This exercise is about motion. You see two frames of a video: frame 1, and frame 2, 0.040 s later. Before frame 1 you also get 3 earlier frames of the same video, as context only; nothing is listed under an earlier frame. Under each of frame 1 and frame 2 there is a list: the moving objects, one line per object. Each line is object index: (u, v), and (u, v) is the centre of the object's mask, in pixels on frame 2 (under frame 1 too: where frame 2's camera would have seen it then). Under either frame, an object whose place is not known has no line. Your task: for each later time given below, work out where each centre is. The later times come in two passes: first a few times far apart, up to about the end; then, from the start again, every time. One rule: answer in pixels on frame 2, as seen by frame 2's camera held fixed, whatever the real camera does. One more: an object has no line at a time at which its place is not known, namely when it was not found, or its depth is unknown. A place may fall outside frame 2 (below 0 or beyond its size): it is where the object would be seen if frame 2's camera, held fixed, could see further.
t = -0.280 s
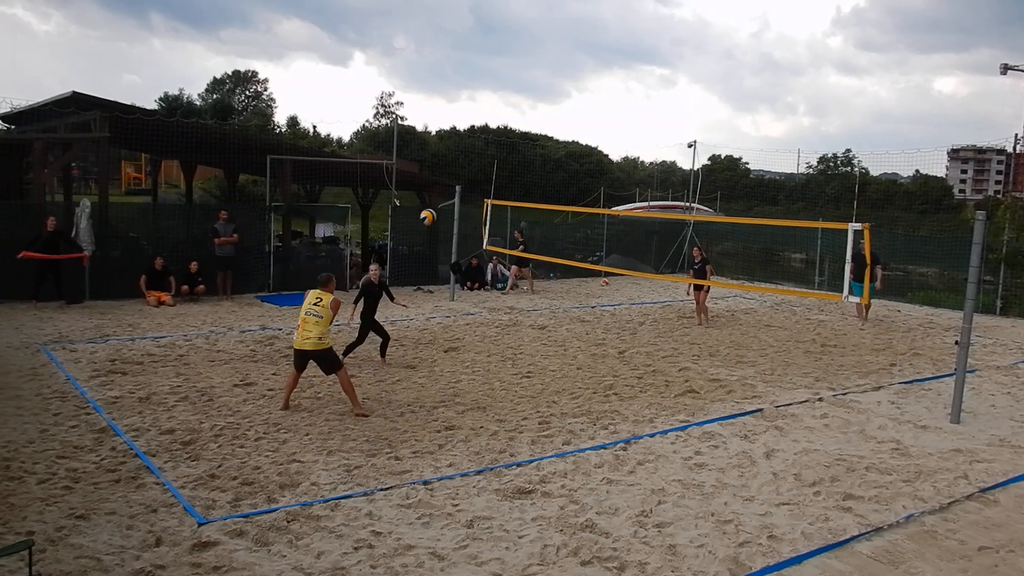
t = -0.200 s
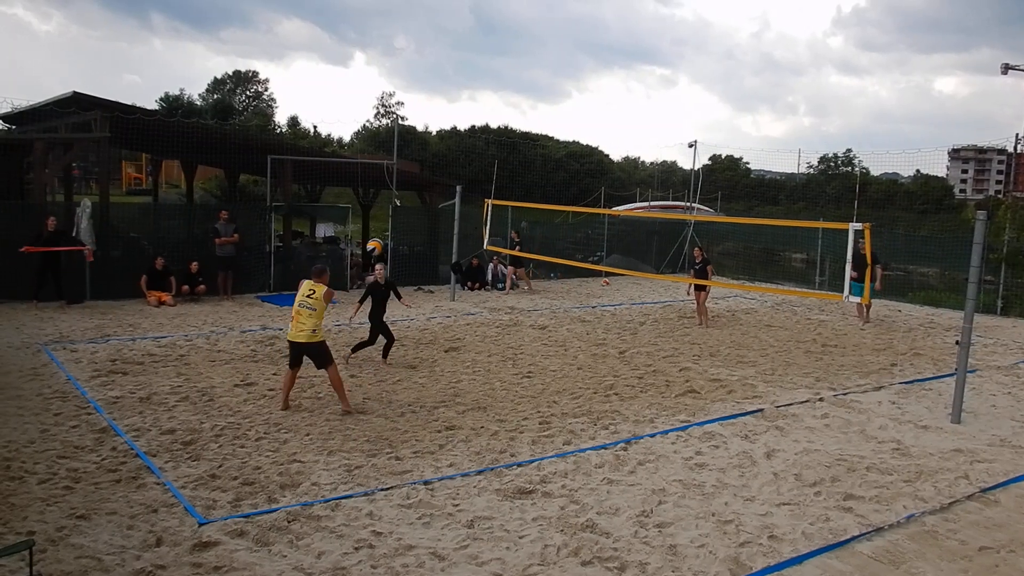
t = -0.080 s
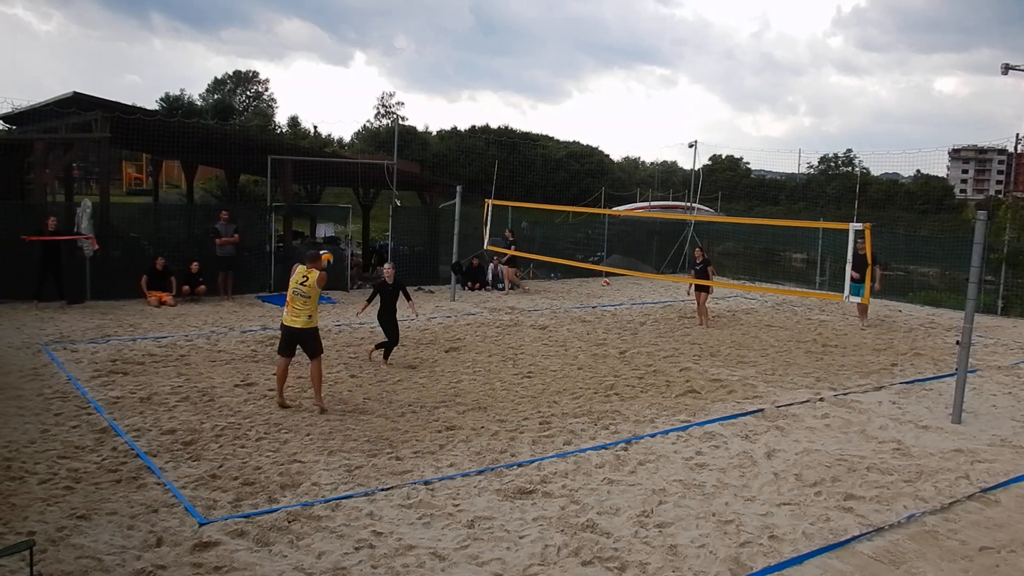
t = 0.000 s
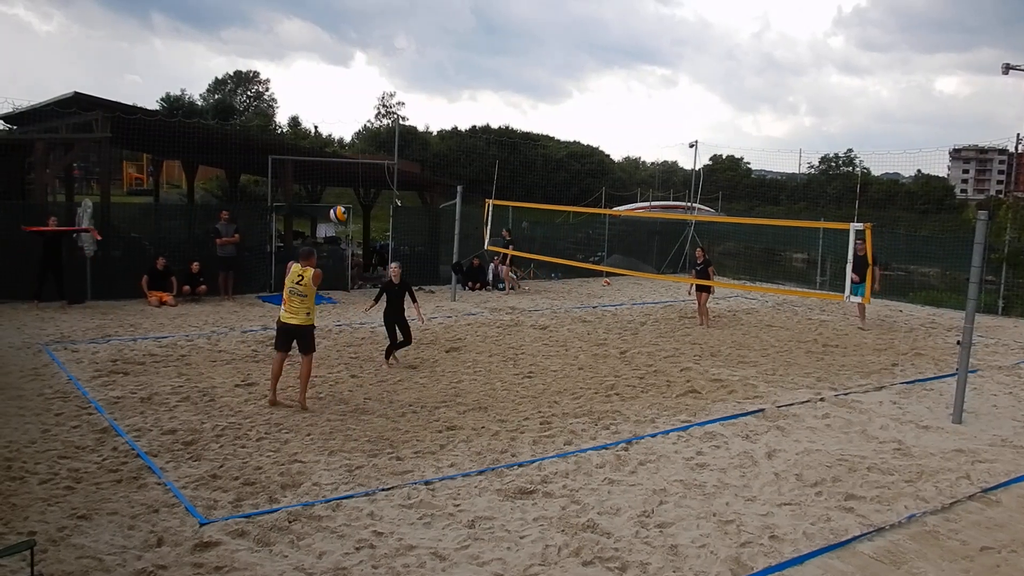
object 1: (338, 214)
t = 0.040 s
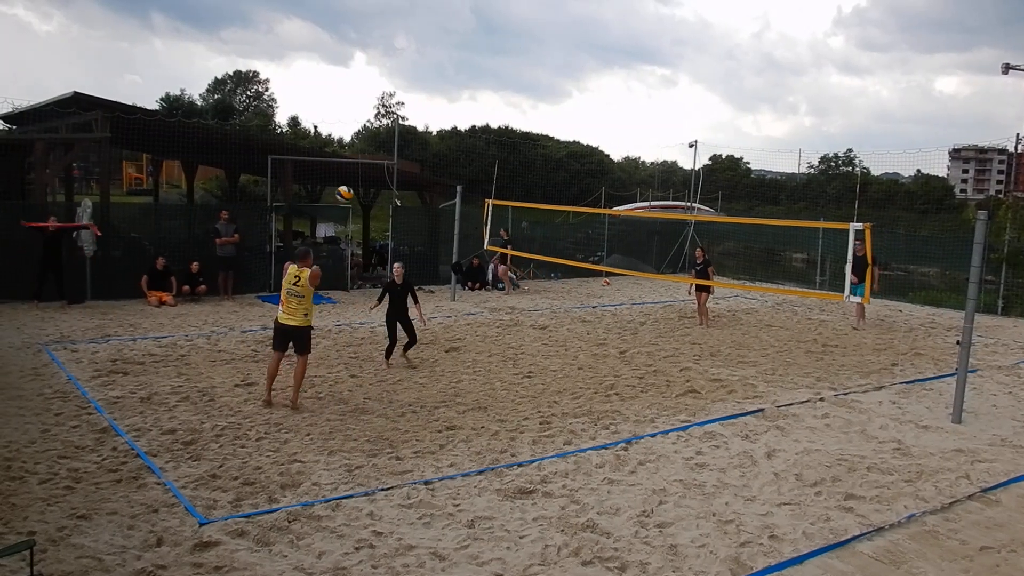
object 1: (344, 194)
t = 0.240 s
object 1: (377, 113)
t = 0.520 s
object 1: (419, 55)
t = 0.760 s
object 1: (451, 53)
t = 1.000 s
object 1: (479, 93)
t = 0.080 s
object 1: (351, 175)
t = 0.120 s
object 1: (357, 157)
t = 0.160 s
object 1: (364, 141)
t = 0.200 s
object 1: (371, 126)
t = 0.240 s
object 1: (377, 113)
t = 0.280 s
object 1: (383, 101)
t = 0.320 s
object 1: (389, 90)
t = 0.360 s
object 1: (395, 80)
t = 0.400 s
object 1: (401, 72)
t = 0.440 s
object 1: (407, 65)
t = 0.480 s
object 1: (413, 59)
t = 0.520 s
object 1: (419, 55)
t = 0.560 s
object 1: (424, 51)
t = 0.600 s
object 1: (430, 49)
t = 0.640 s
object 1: (435, 48)
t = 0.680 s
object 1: (440, 49)
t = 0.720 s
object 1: (446, 51)
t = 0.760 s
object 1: (451, 53)
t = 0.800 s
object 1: (456, 57)
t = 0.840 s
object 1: (461, 62)
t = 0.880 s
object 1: (465, 68)
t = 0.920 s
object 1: (470, 75)
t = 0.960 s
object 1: (475, 84)
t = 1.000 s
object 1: (479, 93)
